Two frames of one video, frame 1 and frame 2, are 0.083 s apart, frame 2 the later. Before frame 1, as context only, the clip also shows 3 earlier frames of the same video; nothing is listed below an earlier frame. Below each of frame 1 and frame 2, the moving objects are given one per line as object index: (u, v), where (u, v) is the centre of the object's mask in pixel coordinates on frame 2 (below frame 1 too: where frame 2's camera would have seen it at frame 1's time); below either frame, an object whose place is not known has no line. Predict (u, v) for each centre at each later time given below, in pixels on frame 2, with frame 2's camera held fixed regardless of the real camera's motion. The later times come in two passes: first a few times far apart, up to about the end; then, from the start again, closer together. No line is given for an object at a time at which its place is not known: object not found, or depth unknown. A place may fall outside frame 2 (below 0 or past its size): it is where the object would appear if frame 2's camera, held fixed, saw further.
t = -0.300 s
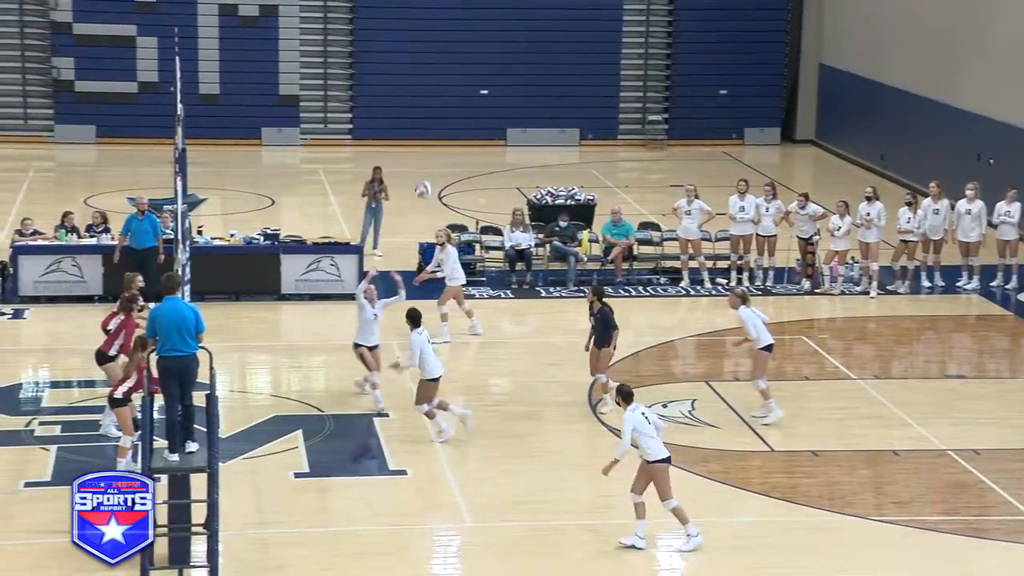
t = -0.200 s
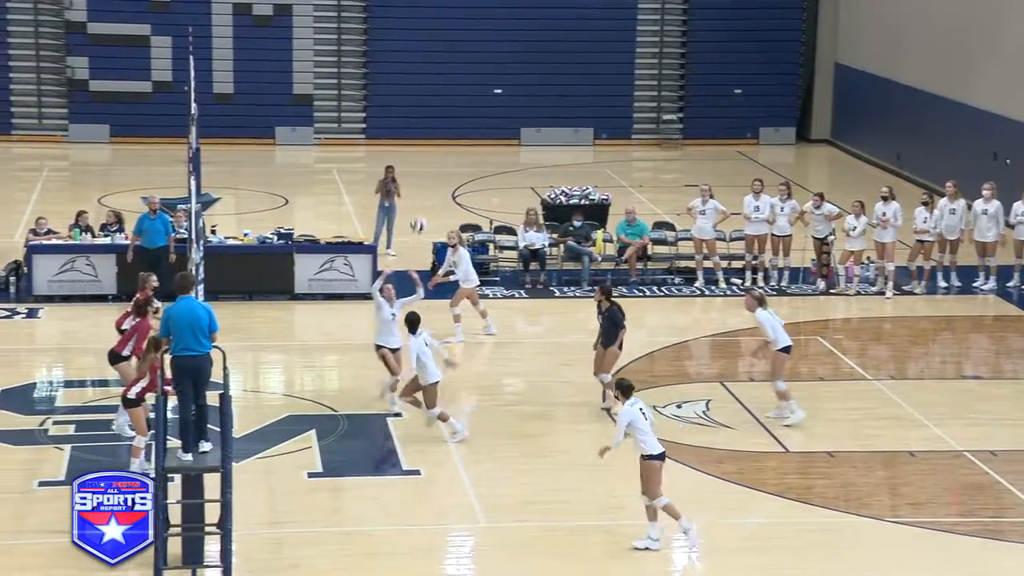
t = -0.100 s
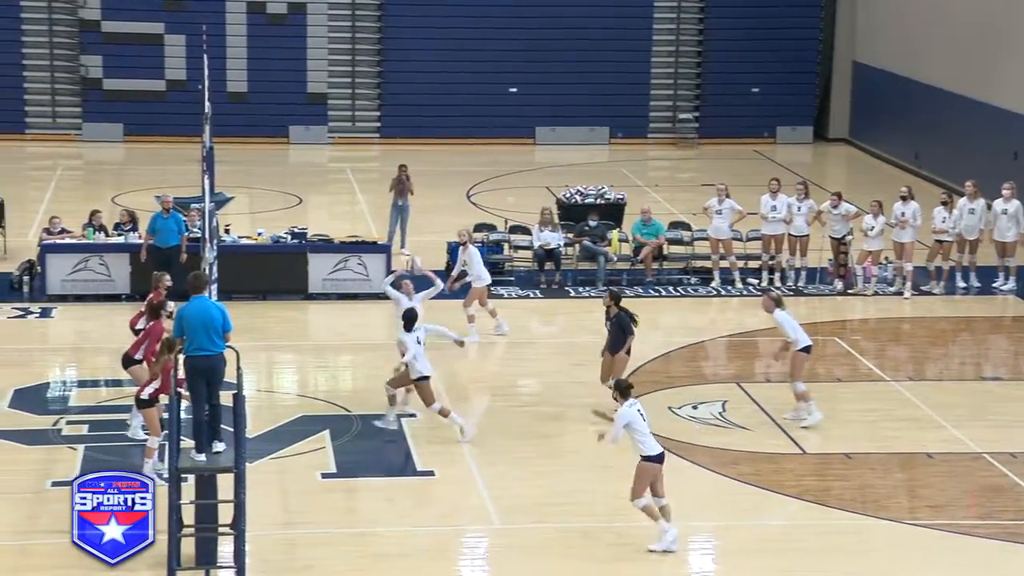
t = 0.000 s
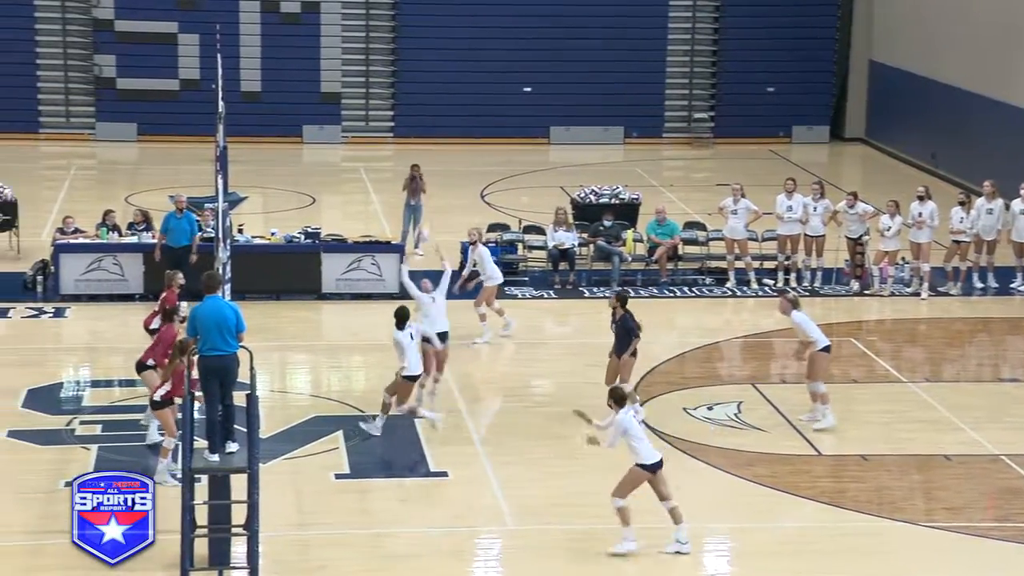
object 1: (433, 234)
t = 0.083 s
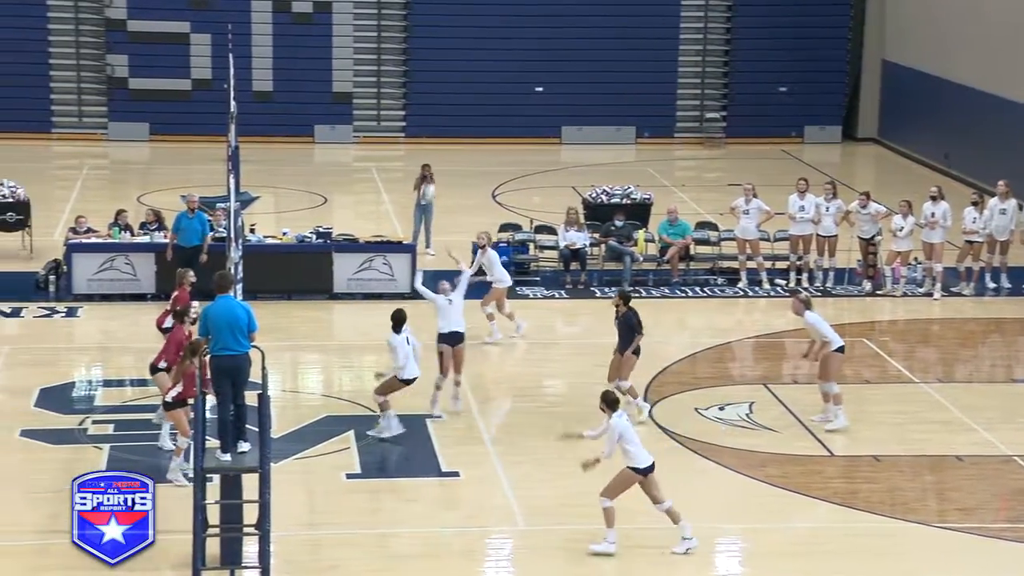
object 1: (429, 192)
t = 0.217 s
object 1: (421, 136)
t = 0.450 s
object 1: (410, 80)
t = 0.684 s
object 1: (401, 64)
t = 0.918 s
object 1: (391, 87)
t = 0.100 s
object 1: (429, 184)
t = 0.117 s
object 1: (426, 177)
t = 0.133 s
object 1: (426, 169)
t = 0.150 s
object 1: (424, 162)
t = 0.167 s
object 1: (425, 156)
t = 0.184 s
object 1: (425, 148)
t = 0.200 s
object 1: (424, 142)
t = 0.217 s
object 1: (421, 136)
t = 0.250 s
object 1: (419, 127)
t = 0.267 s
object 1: (418, 121)
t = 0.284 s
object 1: (418, 117)
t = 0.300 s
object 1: (417, 112)
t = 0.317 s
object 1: (416, 107)
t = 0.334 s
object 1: (416, 103)
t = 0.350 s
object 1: (415, 99)
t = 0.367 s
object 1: (414, 95)
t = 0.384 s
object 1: (413, 92)
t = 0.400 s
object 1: (413, 88)
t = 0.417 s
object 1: (411, 85)
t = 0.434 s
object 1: (411, 82)
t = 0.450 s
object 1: (410, 80)
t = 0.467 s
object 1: (409, 77)
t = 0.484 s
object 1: (409, 75)
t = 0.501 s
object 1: (408, 73)
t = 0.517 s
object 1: (407, 71)
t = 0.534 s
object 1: (407, 70)
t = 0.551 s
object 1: (406, 69)
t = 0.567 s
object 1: (406, 67)
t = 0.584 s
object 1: (405, 66)
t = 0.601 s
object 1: (404, 65)
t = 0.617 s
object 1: (403, 65)
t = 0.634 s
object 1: (403, 65)
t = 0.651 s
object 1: (402, 64)
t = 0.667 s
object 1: (402, 64)
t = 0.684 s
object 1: (401, 64)
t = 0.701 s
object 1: (400, 65)
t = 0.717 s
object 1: (400, 65)
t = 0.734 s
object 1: (399, 66)
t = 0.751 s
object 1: (398, 67)
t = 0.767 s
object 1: (397, 68)
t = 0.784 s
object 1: (396, 70)
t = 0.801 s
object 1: (396, 72)
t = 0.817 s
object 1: (395, 73)
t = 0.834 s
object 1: (394, 75)
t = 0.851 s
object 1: (394, 77)
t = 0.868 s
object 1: (393, 79)
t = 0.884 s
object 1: (392, 82)
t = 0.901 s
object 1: (391, 85)
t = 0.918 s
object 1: (391, 87)
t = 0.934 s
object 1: (390, 91)
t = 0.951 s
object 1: (389, 93)
